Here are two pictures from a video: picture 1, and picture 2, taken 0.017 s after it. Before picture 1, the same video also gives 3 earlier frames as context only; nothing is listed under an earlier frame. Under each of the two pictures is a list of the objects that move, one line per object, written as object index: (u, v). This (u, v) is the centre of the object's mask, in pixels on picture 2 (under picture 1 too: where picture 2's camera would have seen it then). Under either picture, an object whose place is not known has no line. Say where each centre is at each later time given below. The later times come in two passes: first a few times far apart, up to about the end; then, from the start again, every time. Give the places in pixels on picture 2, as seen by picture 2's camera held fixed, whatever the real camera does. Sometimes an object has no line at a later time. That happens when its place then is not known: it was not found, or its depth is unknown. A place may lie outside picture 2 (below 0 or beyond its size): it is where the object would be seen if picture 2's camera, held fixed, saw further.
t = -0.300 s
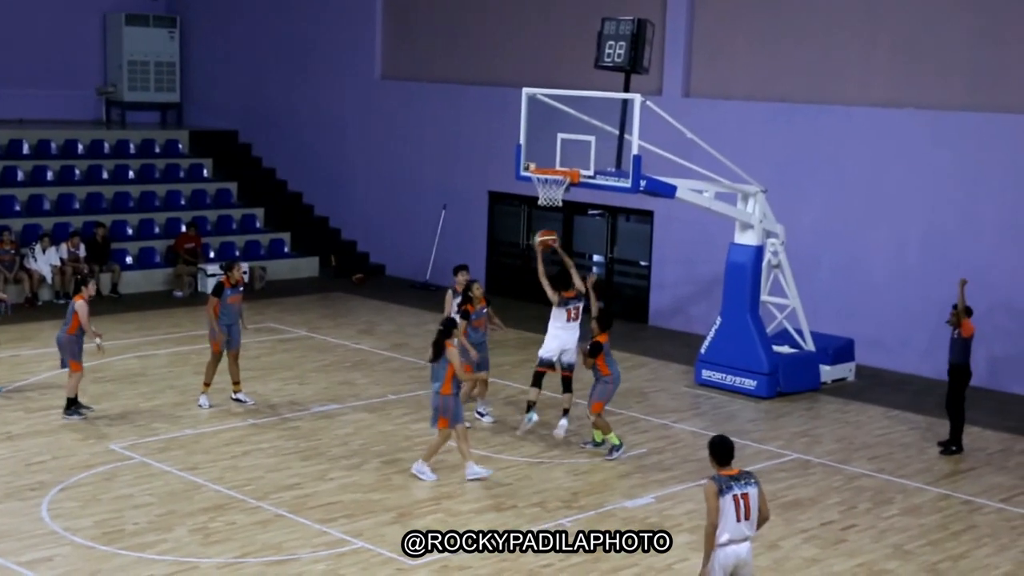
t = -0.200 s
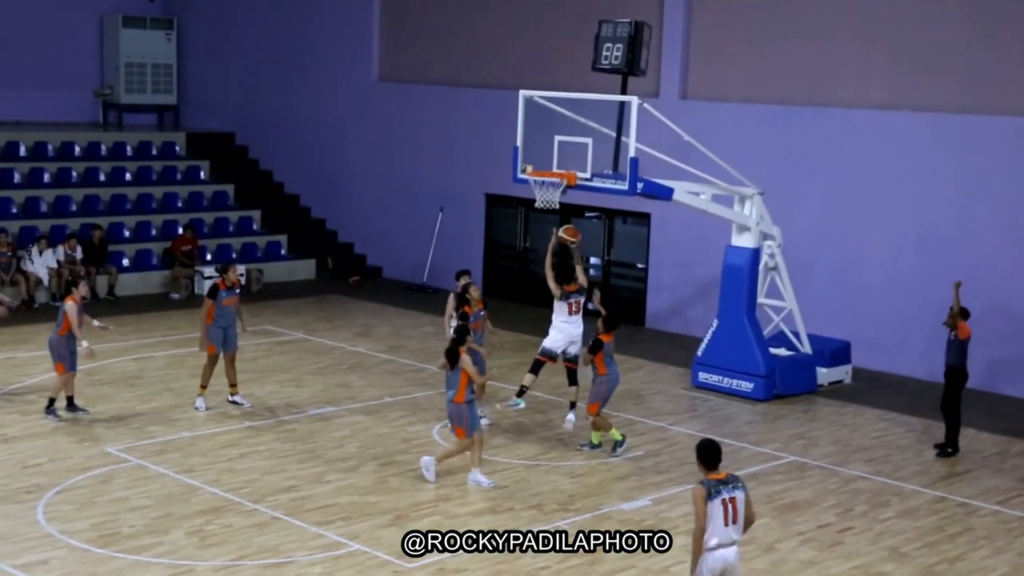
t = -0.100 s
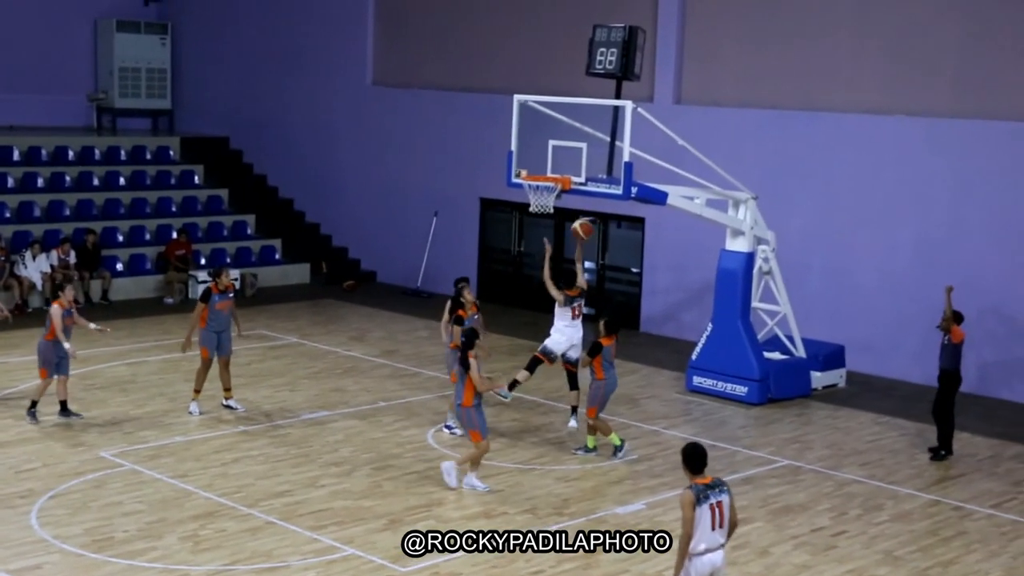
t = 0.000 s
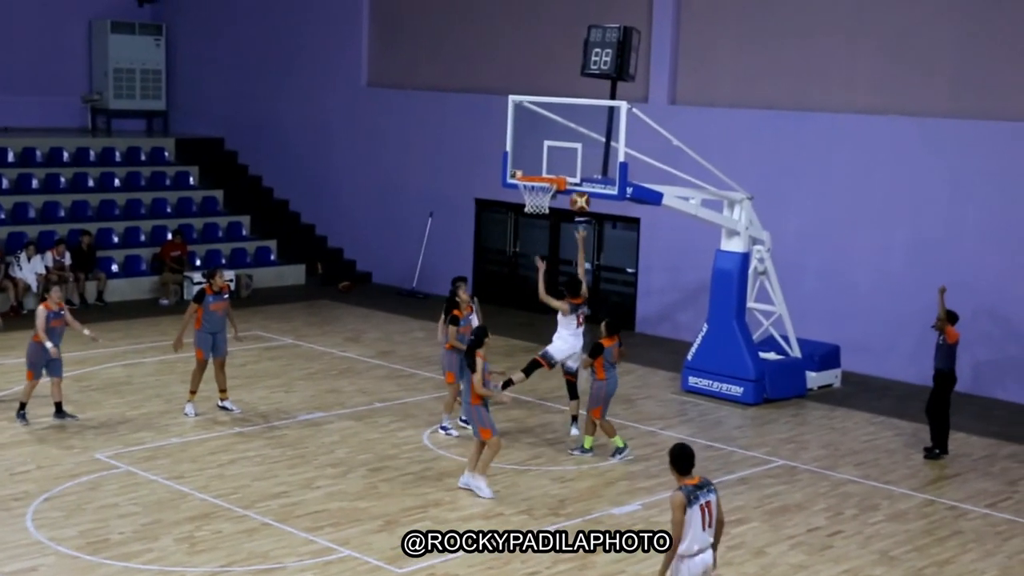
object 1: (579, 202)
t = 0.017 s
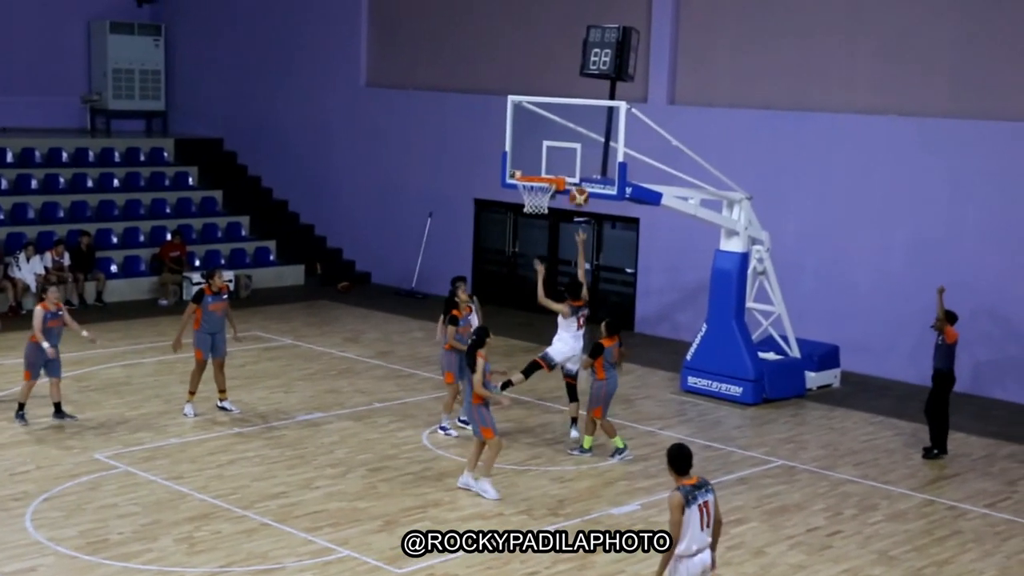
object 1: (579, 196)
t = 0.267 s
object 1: (570, 149)
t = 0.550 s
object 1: (537, 166)
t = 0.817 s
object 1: (524, 221)
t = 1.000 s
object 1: (524, 281)
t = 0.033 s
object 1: (578, 191)
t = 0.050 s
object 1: (577, 187)
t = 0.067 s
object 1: (577, 183)
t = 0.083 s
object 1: (576, 178)
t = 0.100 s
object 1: (575, 175)
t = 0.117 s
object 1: (575, 171)
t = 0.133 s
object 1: (574, 167)
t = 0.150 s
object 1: (573, 164)
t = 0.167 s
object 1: (573, 161)
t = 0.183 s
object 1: (572, 159)
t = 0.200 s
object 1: (572, 156)
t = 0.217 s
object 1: (571, 154)
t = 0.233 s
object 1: (571, 152)
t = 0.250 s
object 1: (570, 151)
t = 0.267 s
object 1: (570, 149)
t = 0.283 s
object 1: (569, 148)
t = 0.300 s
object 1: (568, 147)
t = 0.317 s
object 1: (566, 146)
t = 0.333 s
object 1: (565, 147)
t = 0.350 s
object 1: (563, 147)
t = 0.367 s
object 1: (561, 147)
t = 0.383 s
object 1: (558, 148)
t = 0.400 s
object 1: (556, 149)
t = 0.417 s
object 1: (554, 150)
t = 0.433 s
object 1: (552, 151)
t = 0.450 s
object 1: (549, 153)
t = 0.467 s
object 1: (547, 155)
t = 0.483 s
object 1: (545, 157)
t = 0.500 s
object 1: (543, 159)
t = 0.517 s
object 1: (541, 161)
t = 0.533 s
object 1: (539, 163)
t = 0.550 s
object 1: (537, 166)
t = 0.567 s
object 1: (534, 169)
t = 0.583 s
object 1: (532, 172)
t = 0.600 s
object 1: (530, 174)
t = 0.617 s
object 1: (530, 181)
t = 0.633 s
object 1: (527, 188)
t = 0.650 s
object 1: (524, 189)
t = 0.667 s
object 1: (523, 192)
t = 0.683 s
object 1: (522, 196)
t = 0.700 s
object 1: (522, 200)
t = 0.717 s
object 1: (521, 201)
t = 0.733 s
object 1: (524, 208)
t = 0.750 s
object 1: (523, 208)
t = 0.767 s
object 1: (523, 211)
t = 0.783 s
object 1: (523, 214)
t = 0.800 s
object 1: (523, 218)
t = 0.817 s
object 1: (524, 221)
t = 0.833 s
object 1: (524, 226)
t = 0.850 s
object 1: (524, 231)
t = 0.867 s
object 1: (524, 236)
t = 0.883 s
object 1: (524, 241)
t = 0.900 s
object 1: (524, 245)
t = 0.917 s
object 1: (524, 251)
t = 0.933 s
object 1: (524, 257)
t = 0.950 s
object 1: (524, 263)
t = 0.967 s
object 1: (524, 269)
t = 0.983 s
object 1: (523, 275)
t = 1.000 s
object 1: (524, 281)
